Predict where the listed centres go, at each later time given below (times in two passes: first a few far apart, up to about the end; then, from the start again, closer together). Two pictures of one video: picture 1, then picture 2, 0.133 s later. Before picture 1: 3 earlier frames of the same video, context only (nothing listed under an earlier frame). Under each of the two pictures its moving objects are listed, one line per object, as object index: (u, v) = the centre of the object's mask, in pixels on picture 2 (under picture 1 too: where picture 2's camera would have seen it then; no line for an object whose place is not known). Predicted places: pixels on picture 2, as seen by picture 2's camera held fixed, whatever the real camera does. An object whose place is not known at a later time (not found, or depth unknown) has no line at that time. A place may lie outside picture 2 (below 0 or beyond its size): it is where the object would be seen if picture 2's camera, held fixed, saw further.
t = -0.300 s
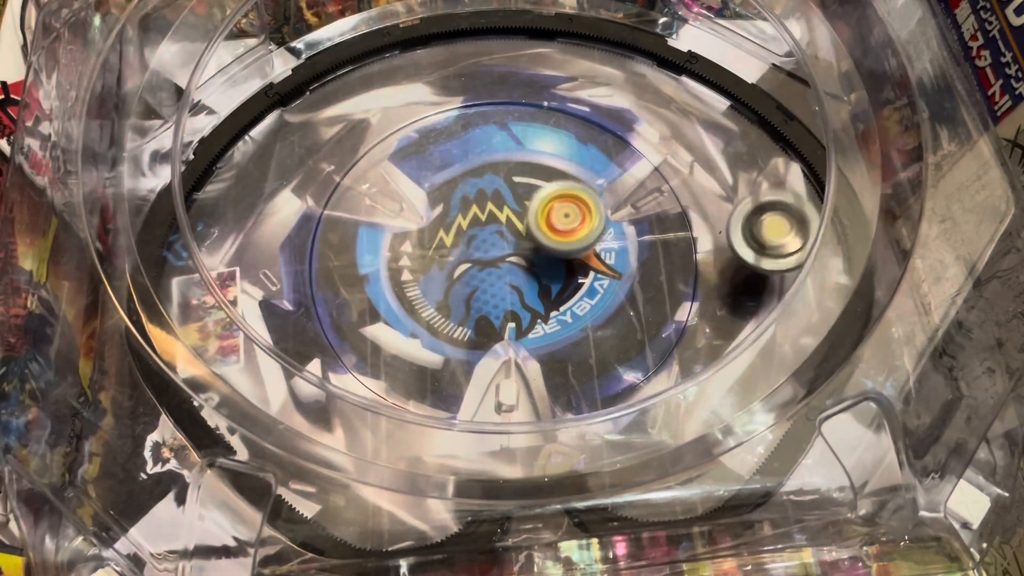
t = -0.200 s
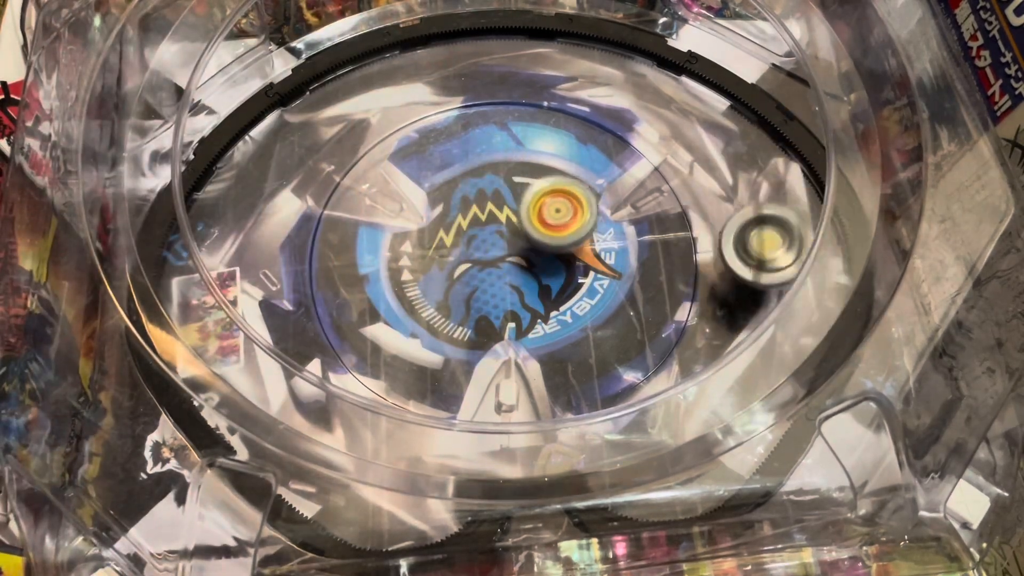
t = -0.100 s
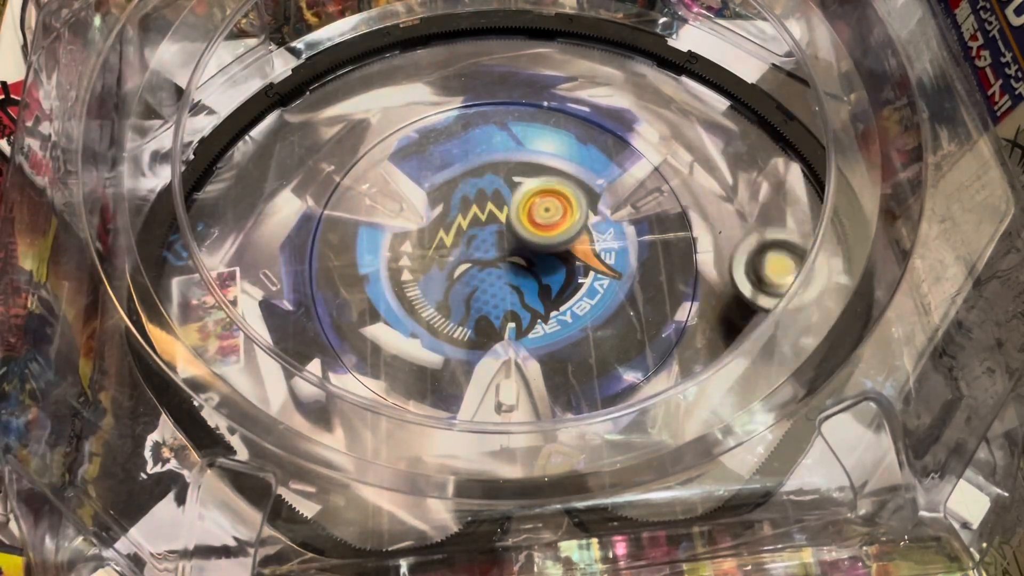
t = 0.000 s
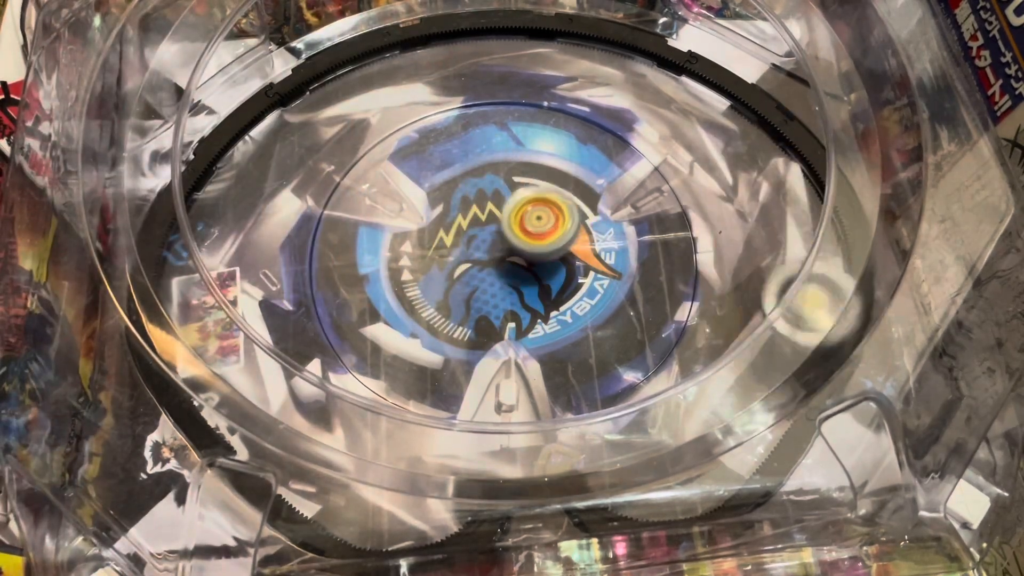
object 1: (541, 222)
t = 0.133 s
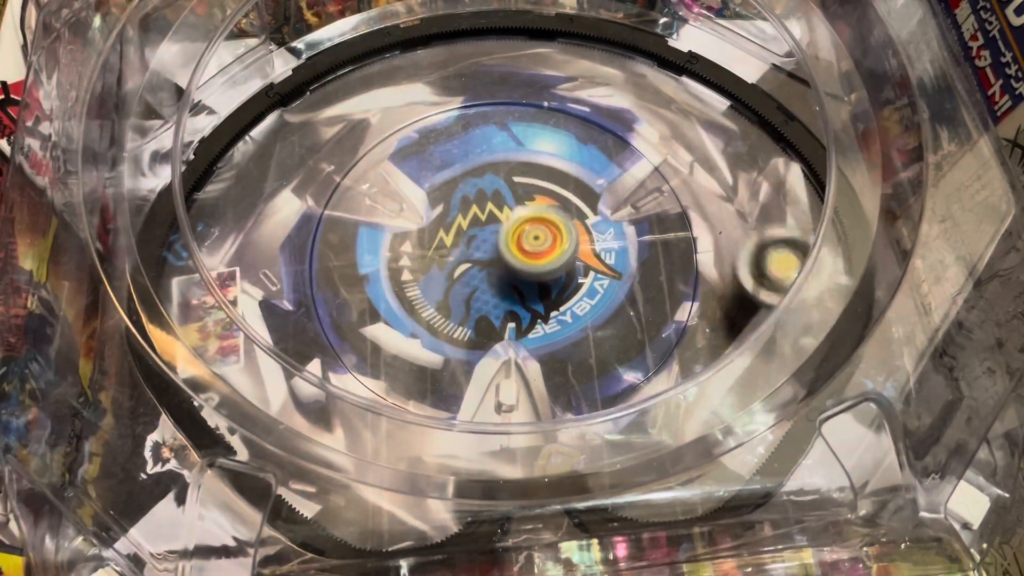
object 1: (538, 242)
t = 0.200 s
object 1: (540, 254)
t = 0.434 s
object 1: (558, 277)
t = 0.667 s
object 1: (178, 223)
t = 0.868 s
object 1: (242, 182)
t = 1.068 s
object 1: (187, 259)
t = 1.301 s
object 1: (270, 324)
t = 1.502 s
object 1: (426, 296)
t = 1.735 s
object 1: (559, 234)
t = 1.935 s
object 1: (572, 209)
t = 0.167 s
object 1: (538, 248)
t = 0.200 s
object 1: (540, 254)
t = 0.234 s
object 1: (541, 261)
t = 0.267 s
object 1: (544, 267)
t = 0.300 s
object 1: (546, 271)
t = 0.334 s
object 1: (549, 275)
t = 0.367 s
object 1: (552, 277)
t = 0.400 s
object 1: (555, 277)
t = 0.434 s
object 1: (558, 277)
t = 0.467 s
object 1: (560, 275)
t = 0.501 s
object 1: (562, 273)
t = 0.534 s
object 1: (564, 270)
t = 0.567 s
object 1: (564, 268)
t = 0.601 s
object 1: (478, 263)
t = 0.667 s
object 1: (178, 223)
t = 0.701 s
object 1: (149, 212)
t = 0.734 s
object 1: (247, 211)
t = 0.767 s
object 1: (346, 225)
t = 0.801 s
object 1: (385, 220)
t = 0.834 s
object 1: (310, 200)
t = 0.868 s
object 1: (242, 182)
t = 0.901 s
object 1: (184, 174)
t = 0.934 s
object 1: (169, 176)
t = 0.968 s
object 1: (169, 191)
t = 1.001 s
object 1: (172, 218)
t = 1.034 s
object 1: (177, 239)
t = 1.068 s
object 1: (187, 259)
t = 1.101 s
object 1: (198, 276)
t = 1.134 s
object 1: (210, 289)
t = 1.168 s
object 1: (225, 299)
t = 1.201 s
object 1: (234, 310)
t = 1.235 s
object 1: (249, 318)
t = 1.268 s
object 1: (261, 322)
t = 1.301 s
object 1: (270, 324)
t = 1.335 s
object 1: (296, 321)
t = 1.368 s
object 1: (323, 316)
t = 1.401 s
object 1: (346, 311)
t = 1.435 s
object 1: (372, 309)
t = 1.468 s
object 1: (400, 303)
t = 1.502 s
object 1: (426, 296)
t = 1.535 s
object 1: (452, 288)
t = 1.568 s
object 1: (475, 280)
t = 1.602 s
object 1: (496, 269)
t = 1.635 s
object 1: (517, 261)
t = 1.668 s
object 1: (534, 252)
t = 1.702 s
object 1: (548, 243)
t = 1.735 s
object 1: (559, 234)
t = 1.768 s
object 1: (567, 226)
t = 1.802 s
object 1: (573, 221)
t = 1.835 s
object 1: (575, 216)
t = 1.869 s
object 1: (575, 212)
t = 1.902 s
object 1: (575, 211)
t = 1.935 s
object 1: (572, 209)
